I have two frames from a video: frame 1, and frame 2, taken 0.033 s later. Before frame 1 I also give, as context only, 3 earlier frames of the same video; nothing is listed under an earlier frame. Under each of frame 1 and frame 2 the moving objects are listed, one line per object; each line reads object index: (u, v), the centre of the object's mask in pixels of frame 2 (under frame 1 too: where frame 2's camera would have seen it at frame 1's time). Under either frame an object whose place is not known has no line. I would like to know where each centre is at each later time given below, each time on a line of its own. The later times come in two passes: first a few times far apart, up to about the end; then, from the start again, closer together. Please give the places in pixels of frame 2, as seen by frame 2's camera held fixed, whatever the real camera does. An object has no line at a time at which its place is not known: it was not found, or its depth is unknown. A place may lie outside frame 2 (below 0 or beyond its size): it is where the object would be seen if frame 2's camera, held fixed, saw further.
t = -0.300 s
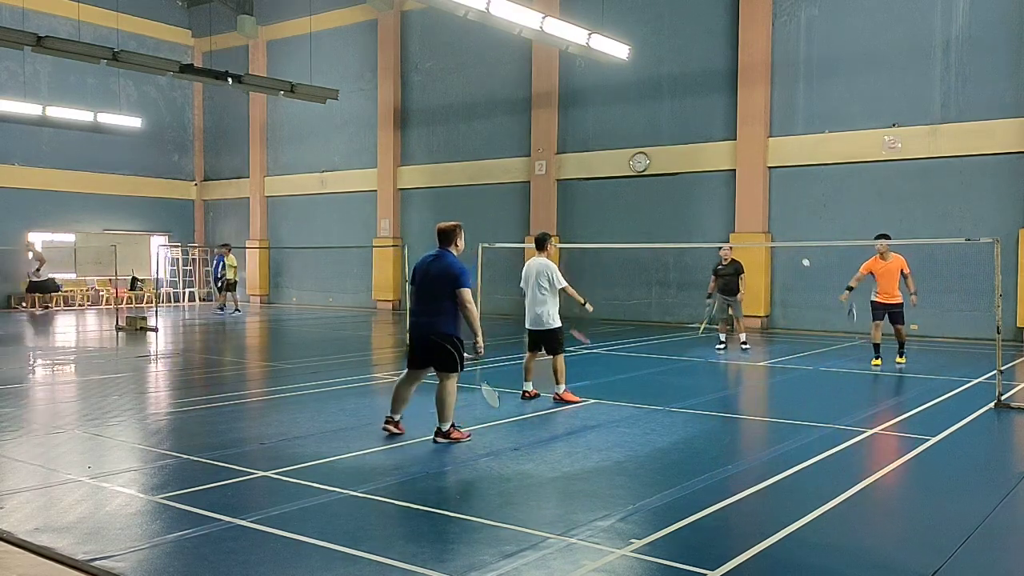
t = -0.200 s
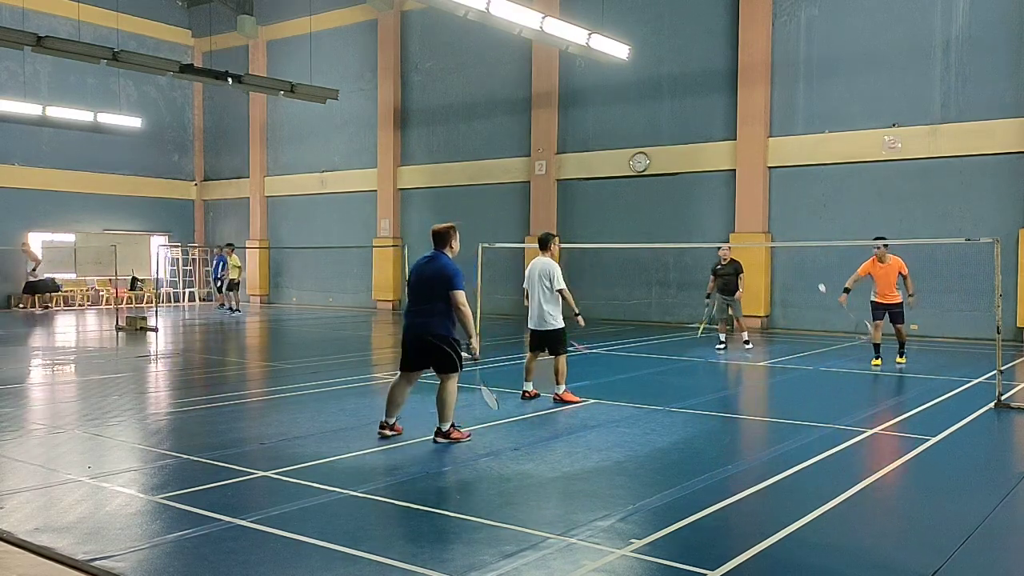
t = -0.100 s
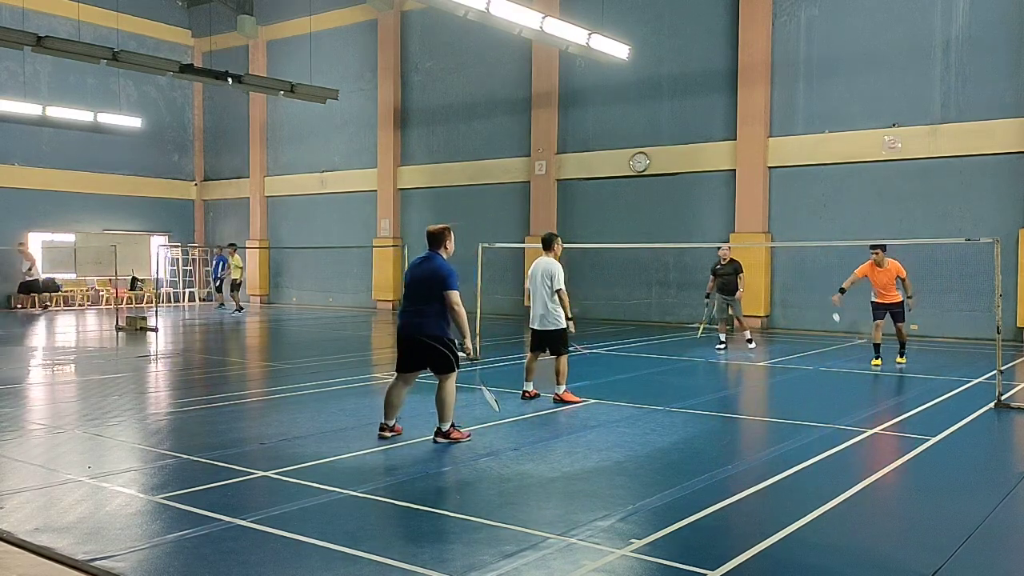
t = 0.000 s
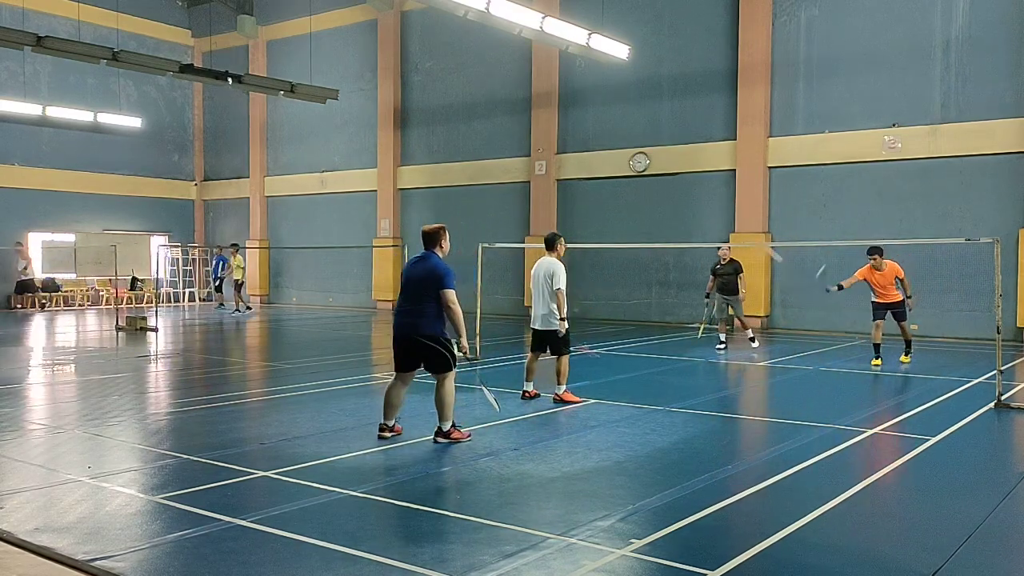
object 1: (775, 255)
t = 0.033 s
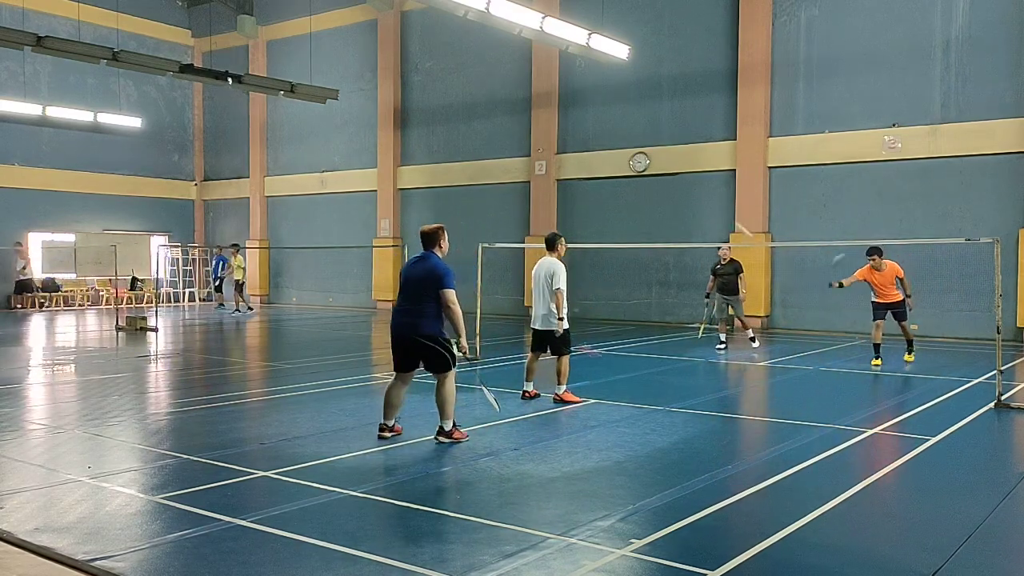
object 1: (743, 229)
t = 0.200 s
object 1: (632, 137)
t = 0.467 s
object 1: (494, 66)
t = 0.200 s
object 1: (632, 137)
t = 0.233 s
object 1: (612, 123)
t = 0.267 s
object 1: (594, 111)
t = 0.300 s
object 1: (576, 101)
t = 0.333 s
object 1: (559, 91)
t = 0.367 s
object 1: (543, 83)
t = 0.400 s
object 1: (526, 76)
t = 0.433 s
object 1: (510, 71)
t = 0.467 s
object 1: (494, 66)
